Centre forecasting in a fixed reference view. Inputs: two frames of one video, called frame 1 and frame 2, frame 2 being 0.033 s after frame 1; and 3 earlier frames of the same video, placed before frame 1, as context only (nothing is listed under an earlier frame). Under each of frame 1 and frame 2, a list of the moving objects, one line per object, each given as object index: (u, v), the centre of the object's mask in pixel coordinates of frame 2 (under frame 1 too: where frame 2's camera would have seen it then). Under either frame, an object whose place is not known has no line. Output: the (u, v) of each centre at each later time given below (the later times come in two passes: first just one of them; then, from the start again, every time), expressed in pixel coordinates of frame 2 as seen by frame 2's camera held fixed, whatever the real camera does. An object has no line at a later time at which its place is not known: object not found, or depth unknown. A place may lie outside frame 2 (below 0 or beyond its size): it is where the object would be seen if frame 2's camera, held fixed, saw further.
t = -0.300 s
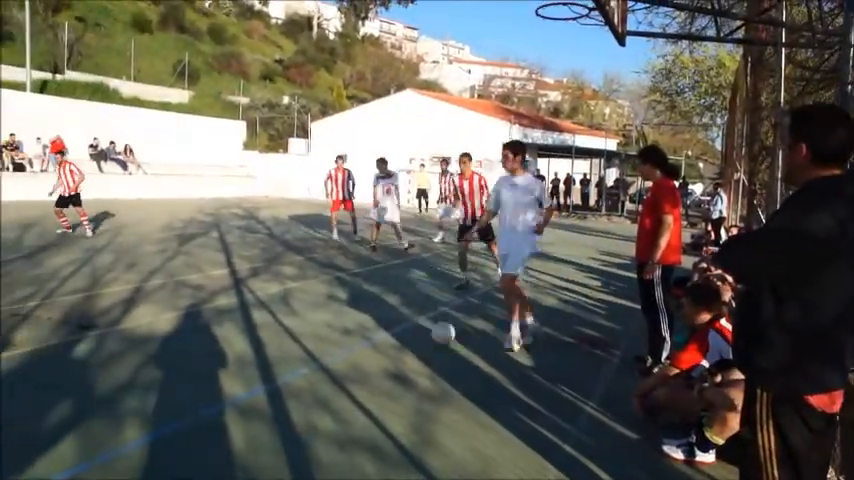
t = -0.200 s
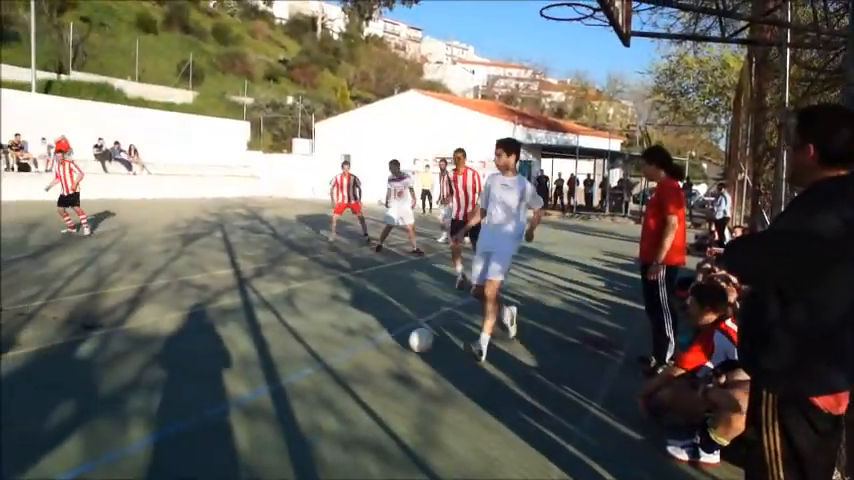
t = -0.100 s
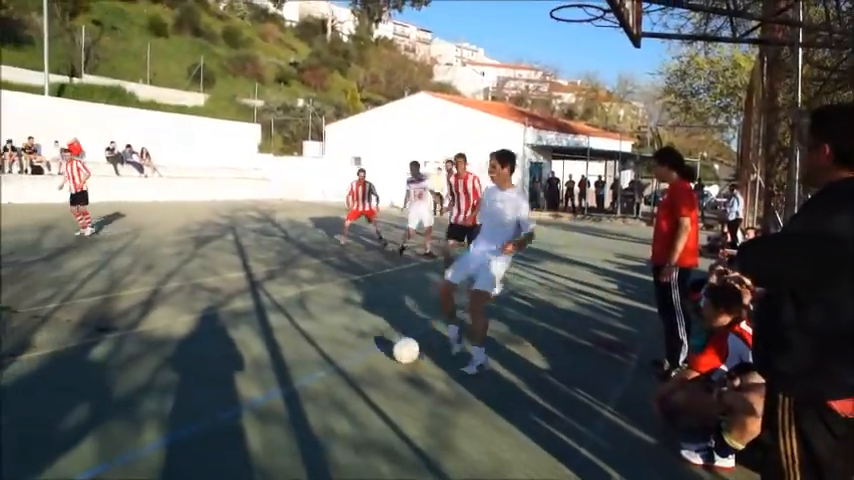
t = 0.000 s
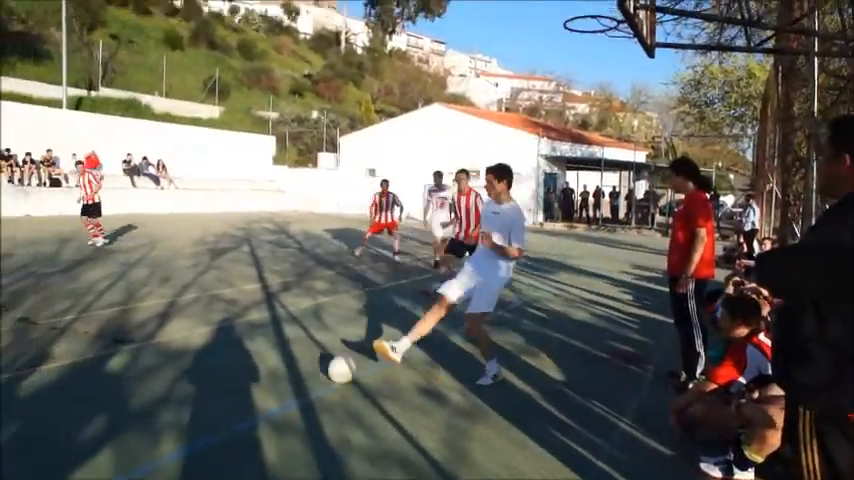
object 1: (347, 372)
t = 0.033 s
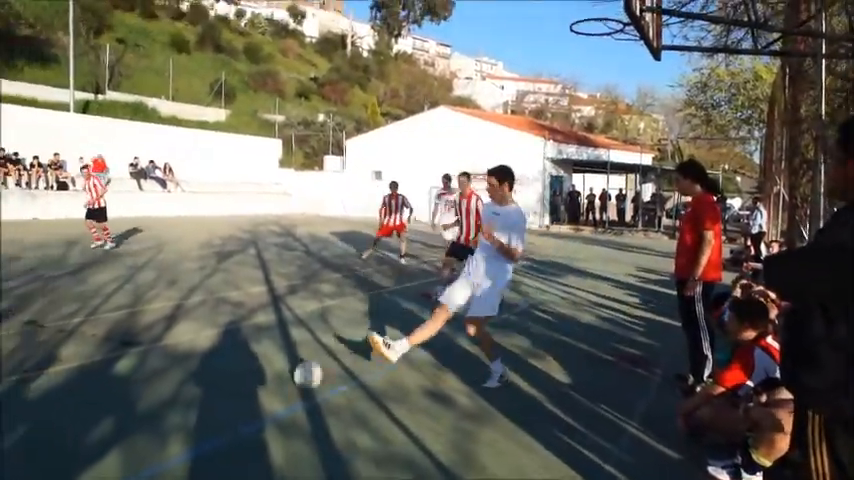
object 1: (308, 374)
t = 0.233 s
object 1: (57, 387)
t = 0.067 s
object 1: (268, 377)
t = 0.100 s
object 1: (226, 380)
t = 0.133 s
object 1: (184, 382)
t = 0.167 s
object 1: (142, 385)
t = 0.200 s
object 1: (100, 386)
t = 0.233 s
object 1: (57, 387)
